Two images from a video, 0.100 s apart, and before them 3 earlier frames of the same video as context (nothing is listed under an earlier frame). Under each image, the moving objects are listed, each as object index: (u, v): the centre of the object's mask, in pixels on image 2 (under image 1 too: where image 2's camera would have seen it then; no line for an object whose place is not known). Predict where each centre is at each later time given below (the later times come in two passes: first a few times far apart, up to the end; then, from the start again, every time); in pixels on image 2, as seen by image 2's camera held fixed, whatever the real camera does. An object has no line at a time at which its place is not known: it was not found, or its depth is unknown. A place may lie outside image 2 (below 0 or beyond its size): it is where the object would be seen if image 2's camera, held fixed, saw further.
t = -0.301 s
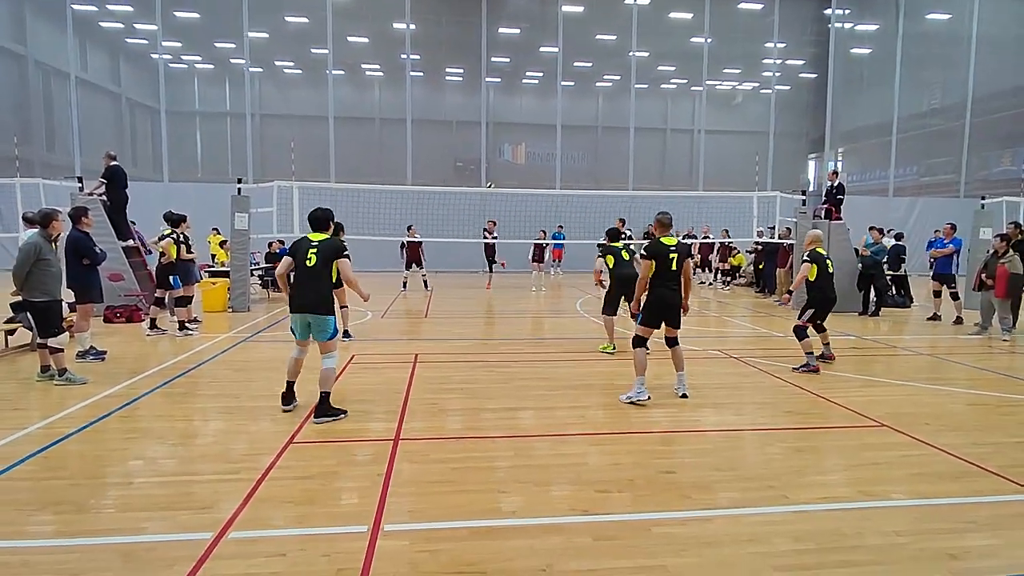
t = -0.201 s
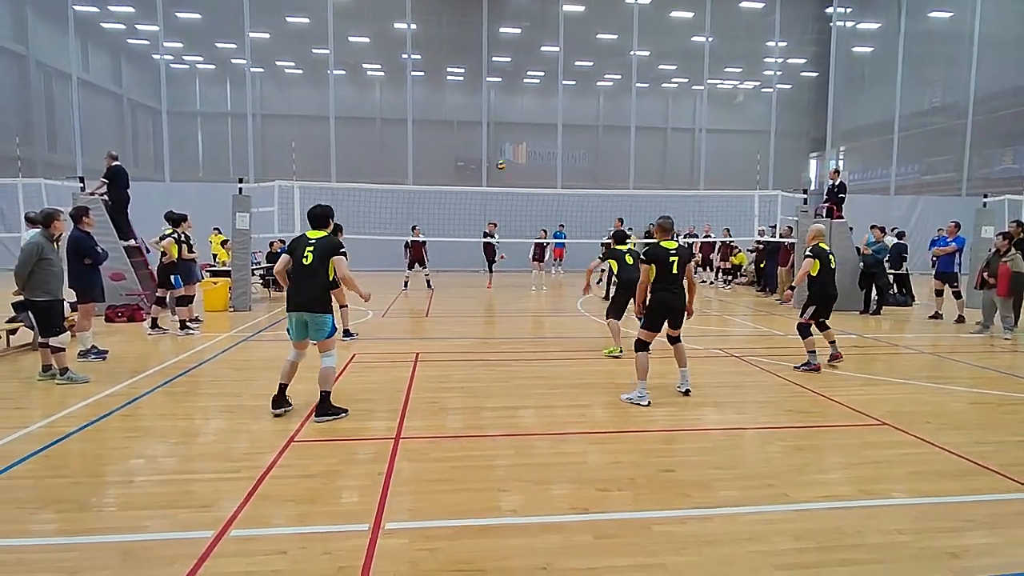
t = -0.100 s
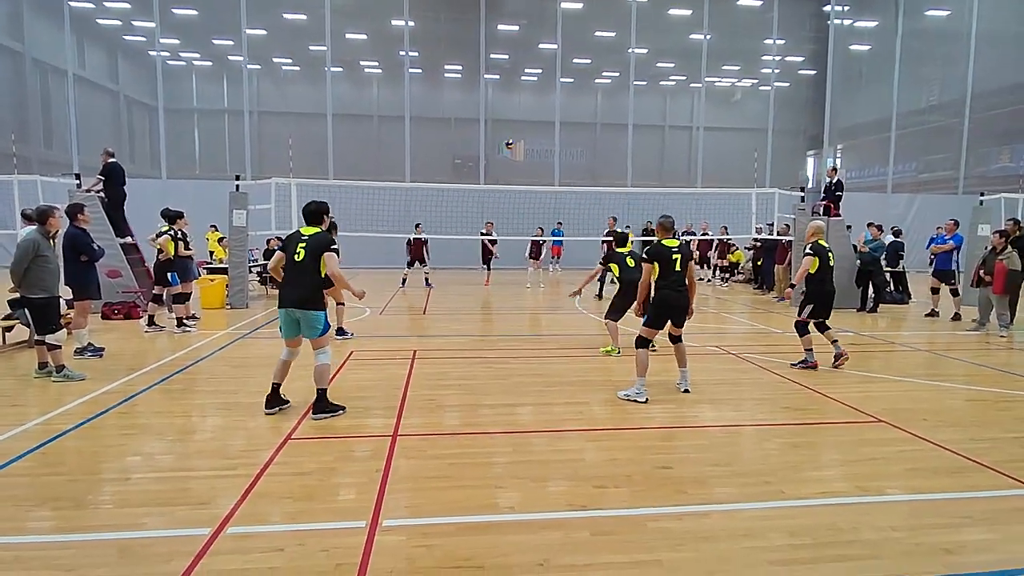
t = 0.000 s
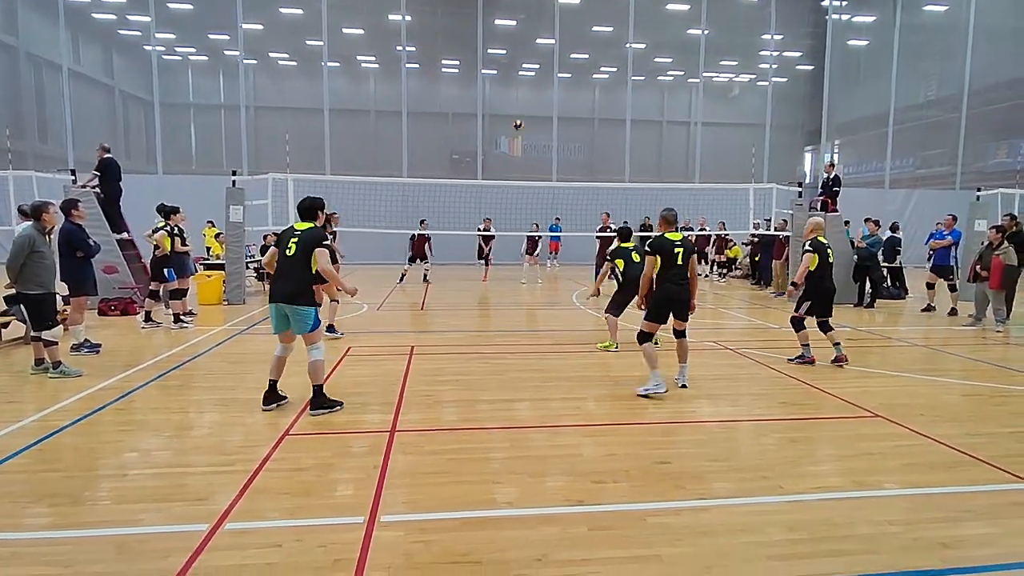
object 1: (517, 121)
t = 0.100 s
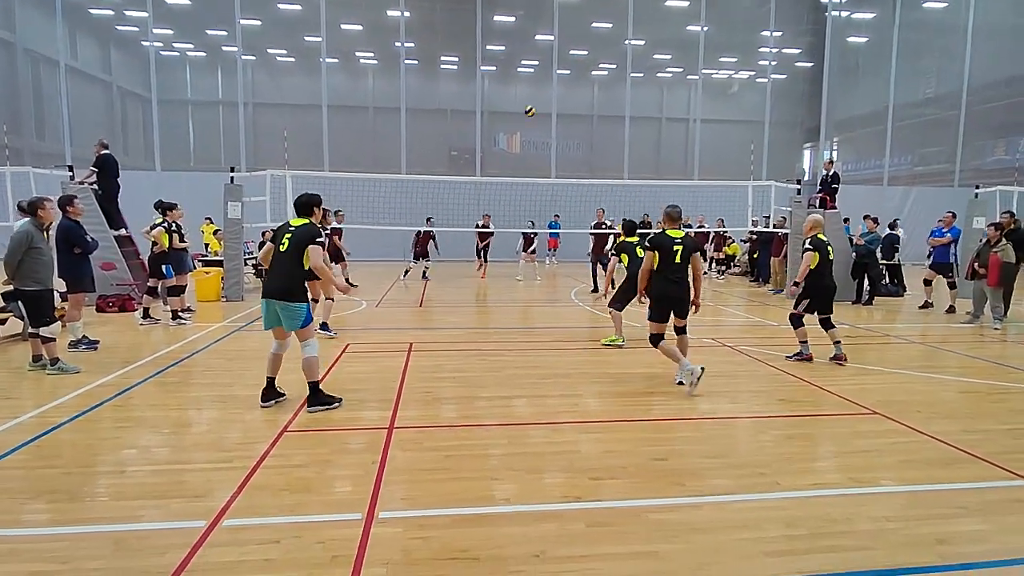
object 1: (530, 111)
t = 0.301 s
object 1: (558, 106)
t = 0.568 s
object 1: (601, 138)
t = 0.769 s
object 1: (637, 203)
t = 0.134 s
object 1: (534, 109)
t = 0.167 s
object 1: (539, 106)
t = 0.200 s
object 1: (543, 105)
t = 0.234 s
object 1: (548, 105)
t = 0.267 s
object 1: (552, 105)
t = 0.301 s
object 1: (558, 106)
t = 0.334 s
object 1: (563, 106)
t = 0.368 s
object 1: (568, 109)
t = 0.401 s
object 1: (573, 111)
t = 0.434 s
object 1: (578, 115)
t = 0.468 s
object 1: (584, 119)
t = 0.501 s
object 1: (589, 125)
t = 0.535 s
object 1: (595, 131)
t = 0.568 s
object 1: (601, 138)
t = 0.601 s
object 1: (607, 146)
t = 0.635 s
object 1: (613, 156)
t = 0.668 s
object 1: (618, 166)
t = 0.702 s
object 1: (625, 177)
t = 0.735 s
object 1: (631, 189)
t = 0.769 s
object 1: (637, 203)
